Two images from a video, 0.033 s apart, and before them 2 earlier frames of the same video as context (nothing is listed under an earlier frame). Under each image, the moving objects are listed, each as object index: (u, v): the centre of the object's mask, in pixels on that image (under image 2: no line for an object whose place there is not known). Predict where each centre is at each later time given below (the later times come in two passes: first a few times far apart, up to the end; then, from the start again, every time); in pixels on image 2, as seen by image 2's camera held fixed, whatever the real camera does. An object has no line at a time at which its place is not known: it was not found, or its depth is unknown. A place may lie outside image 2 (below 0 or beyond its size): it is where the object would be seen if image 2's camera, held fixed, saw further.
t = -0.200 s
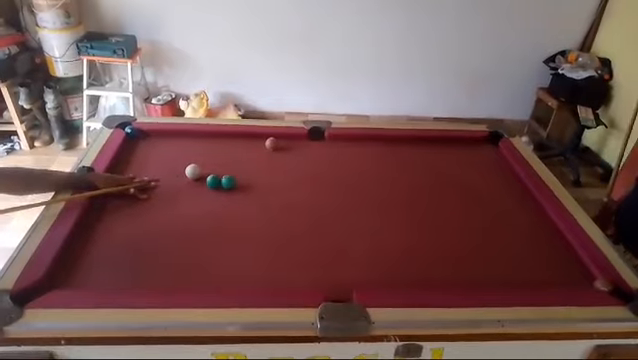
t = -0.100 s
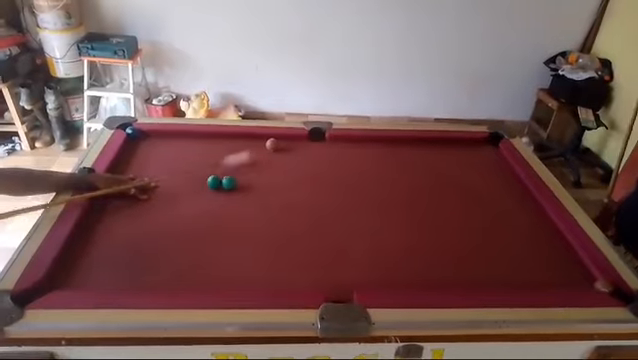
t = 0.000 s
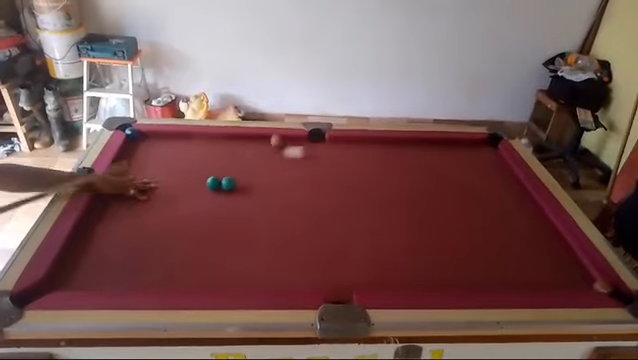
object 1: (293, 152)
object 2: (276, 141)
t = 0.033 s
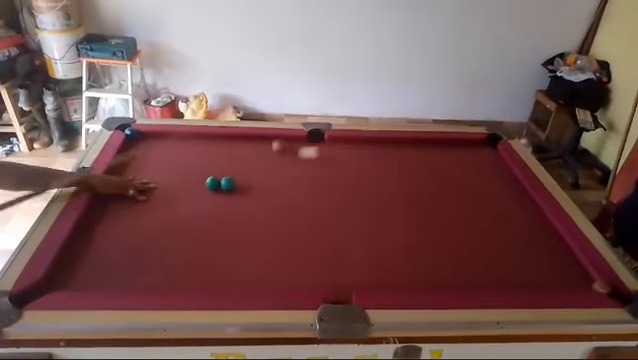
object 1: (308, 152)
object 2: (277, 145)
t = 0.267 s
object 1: (408, 151)
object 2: (295, 182)
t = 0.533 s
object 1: (474, 147)
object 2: (323, 237)
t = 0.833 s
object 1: (374, 151)
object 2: (323, 267)
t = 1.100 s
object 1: (290, 150)
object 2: (273, 224)
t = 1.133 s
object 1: (279, 150)
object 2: (268, 220)
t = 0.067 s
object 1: (323, 152)
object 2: (279, 150)
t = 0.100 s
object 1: (338, 152)
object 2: (281, 156)
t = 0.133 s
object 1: (353, 152)
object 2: (283, 160)
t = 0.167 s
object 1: (367, 152)
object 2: (286, 166)
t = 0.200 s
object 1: (381, 152)
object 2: (289, 171)
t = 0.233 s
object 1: (395, 152)
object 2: (292, 177)
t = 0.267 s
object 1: (408, 151)
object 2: (295, 182)
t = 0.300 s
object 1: (423, 151)
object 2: (298, 187)
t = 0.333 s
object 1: (436, 151)
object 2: (301, 195)
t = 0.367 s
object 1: (450, 151)
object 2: (304, 202)
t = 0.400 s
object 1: (463, 151)
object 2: (308, 208)
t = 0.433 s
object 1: (477, 151)
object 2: (312, 215)
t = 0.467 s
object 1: (489, 151)
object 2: (315, 223)
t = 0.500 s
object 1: (486, 148)
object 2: (318, 230)
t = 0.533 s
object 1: (474, 147)
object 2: (323, 237)
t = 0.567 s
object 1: (462, 149)
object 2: (328, 246)
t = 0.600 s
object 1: (449, 150)
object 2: (331, 254)
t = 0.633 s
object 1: (437, 150)
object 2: (336, 263)
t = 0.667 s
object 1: (427, 151)
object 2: (342, 273)
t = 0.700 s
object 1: (416, 150)
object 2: (346, 282)
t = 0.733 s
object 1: (406, 150)
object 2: (345, 282)
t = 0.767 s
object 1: (396, 150)
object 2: (338, 277)
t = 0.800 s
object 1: (385, 150)
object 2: (329, 272)
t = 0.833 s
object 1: (374, 151)
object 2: (323, 267)
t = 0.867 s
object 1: (364, 150)
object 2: (316, 260)
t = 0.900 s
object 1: (353, 150)
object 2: (309, 253)
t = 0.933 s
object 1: (343, 150)
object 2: (303, 249)
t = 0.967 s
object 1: (333, 150)
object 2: (296, 244)
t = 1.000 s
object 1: (321, 150)
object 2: (291, 239)
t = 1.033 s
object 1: (311, 150)
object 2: (286, 235)
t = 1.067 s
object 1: (301, 150)
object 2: (279, 229)
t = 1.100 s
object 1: (290, 150)
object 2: (273, 224)
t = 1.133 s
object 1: (279, 150)
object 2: (268, 220)
